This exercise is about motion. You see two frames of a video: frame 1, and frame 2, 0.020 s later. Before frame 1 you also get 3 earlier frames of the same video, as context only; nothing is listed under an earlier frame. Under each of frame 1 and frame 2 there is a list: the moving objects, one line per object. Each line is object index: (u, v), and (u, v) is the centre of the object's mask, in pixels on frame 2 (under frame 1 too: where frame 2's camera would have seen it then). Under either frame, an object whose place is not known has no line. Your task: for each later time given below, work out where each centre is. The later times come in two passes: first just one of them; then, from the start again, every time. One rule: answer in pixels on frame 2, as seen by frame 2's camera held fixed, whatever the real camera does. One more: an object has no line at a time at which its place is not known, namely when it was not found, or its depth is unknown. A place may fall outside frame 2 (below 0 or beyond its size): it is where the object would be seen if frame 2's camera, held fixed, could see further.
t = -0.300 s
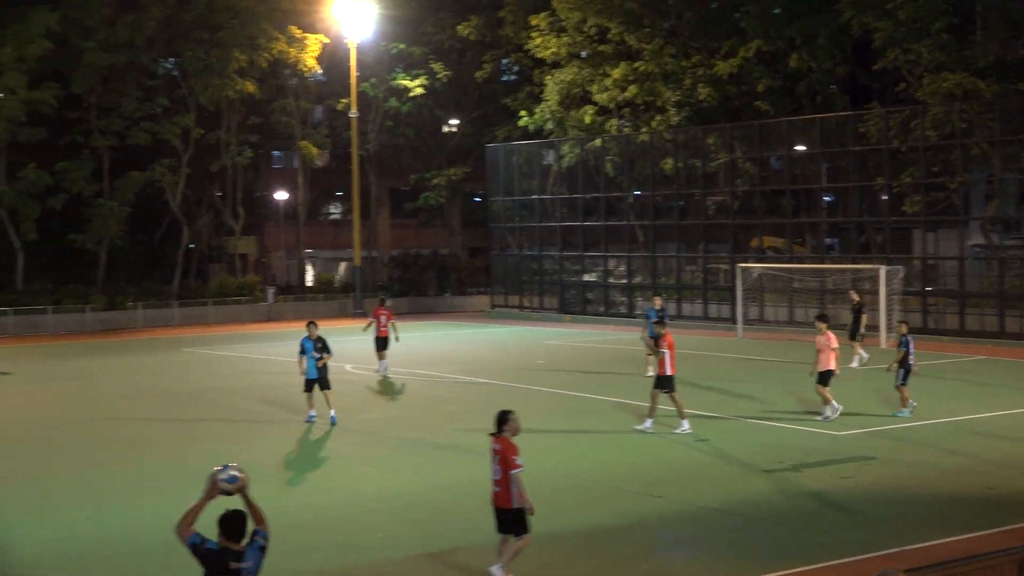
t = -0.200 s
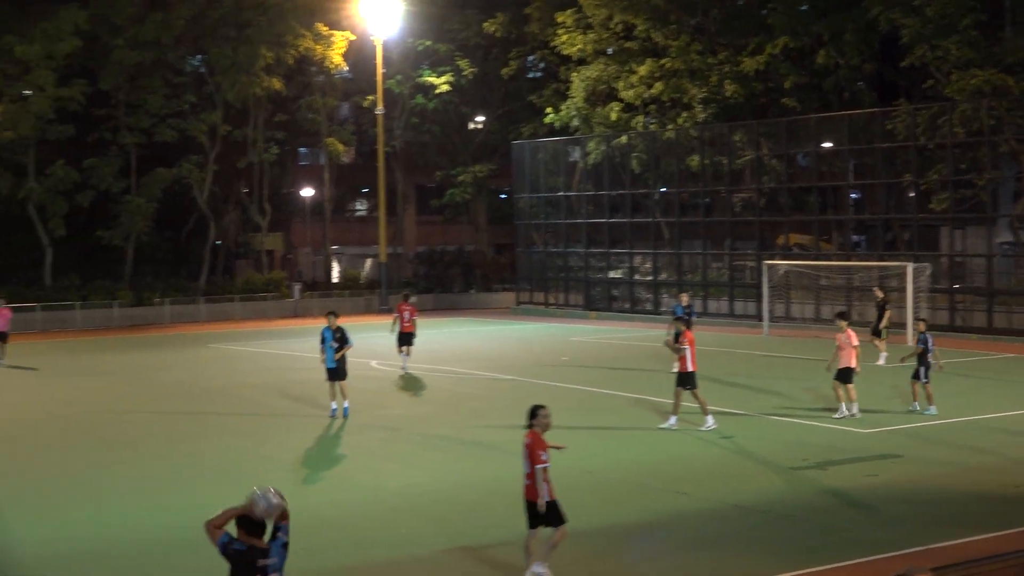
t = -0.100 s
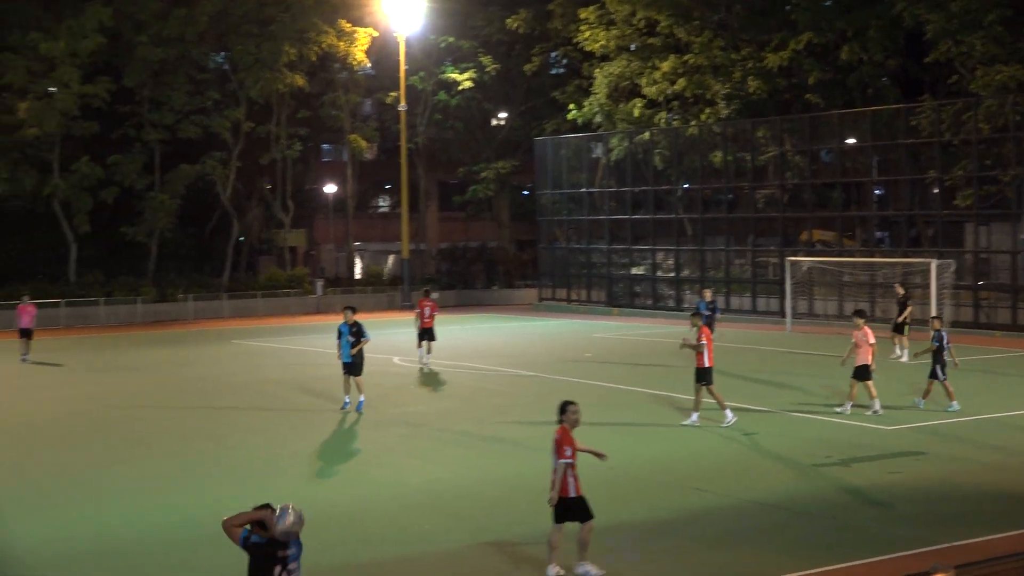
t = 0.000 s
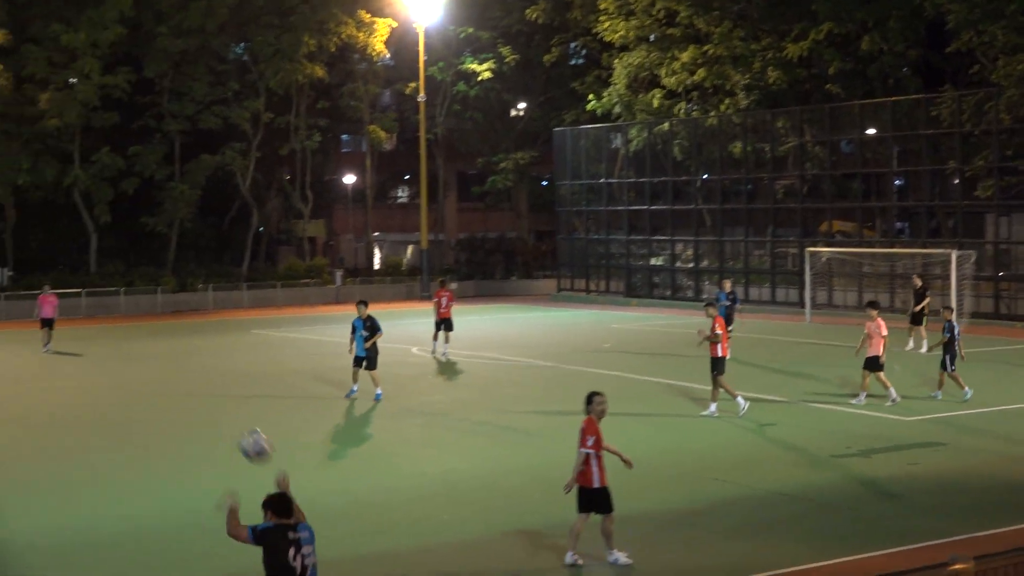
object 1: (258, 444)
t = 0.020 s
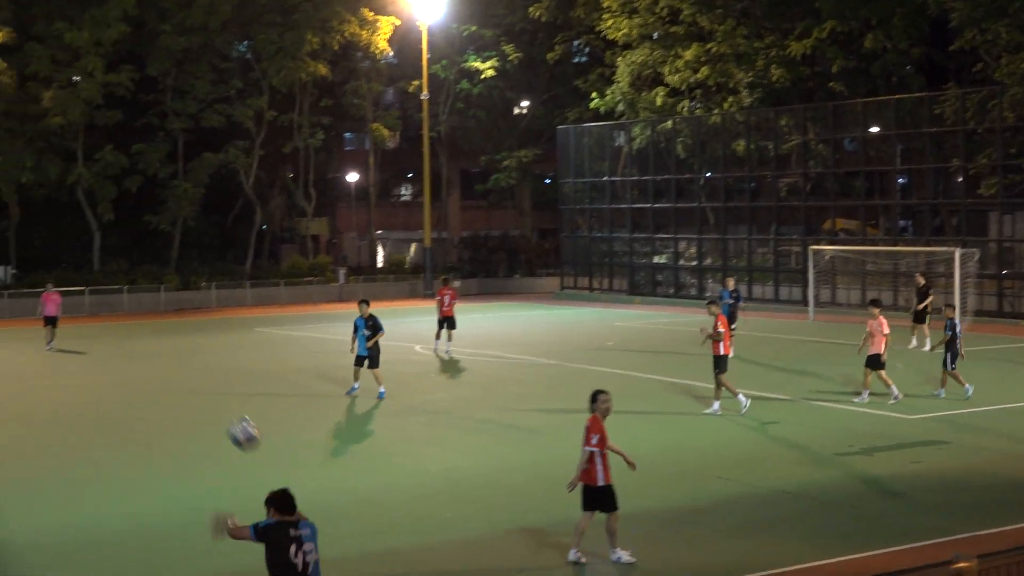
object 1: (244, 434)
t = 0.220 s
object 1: (124, 374)
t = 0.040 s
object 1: (230, 425)
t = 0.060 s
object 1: (218, 416)
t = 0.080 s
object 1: (204, 409)
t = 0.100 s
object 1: (192, 402)
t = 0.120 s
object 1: (180, 396)
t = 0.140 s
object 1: (168, 390)
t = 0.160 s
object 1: (156, 385)
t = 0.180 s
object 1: (145, 380)
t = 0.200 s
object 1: (134, 377)
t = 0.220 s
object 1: (124, 374)
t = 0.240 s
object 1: (114, 371)
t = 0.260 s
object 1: (104, 370)
